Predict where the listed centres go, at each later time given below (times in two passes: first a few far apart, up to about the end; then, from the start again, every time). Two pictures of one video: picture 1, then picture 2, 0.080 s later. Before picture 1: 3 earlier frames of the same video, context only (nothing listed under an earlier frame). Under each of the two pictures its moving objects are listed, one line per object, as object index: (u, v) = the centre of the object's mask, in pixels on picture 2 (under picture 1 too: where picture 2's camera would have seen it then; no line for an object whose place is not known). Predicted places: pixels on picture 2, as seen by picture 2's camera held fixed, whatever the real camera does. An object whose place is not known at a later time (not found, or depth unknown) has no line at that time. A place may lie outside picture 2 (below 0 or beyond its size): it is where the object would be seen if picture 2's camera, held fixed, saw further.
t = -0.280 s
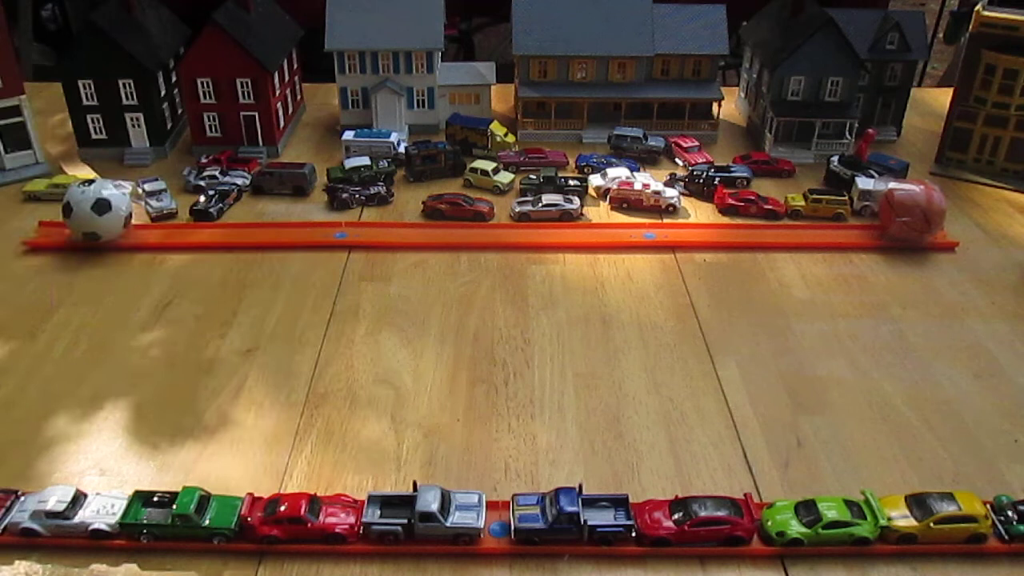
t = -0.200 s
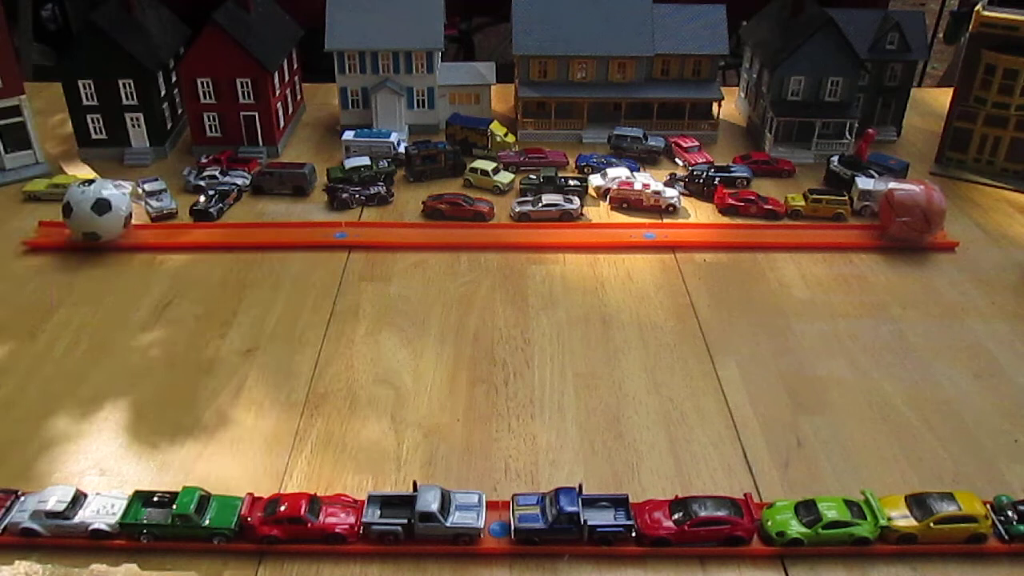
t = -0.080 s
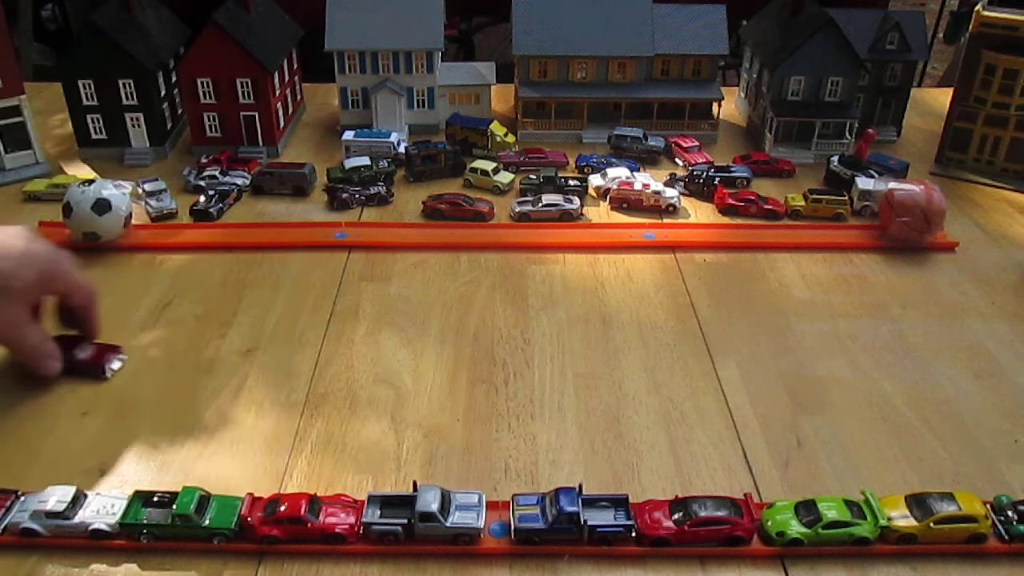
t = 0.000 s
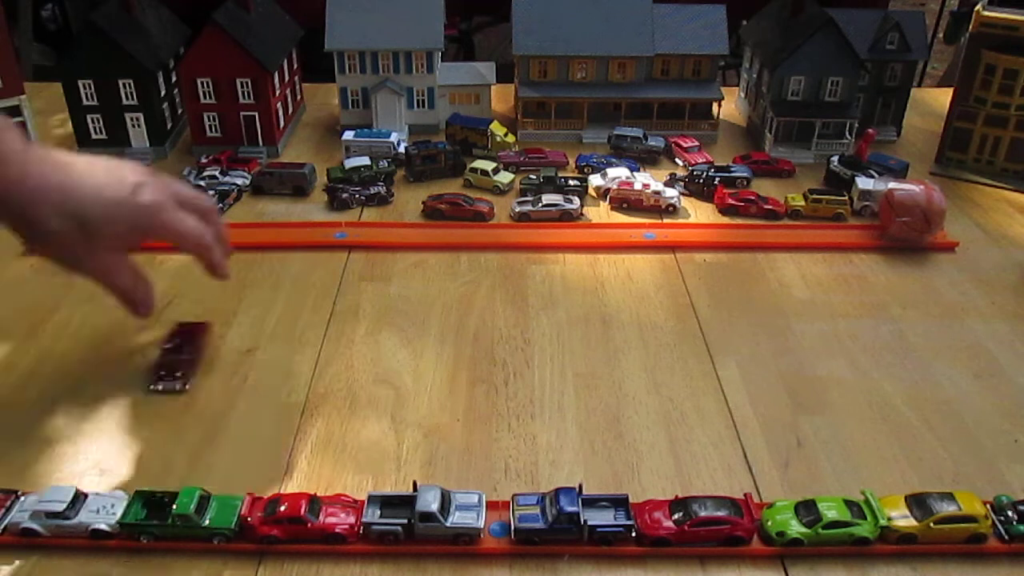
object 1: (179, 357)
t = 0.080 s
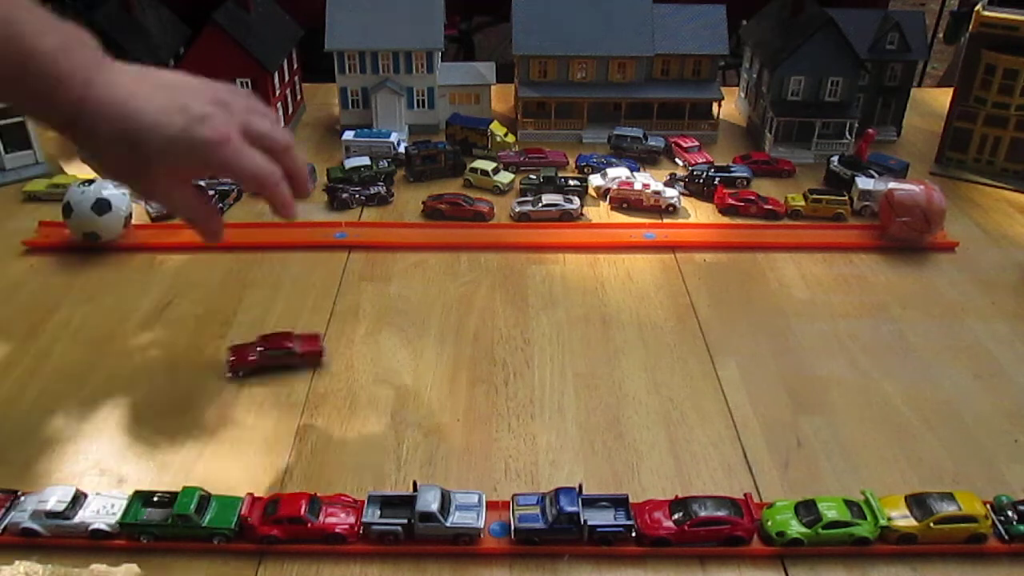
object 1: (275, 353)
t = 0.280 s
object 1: (458, 364)
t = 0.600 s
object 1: (630, 396)
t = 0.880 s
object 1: (719, 444)
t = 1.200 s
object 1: (762, 465)
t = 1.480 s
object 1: (763, 465)
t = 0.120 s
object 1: (320, 354)
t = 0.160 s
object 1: (362, 356)
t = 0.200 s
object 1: (398, 360)
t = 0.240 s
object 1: (429, 363)
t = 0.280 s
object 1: (458, 364)
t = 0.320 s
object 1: (484, 365)
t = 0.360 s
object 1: (511, 367)
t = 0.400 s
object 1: (535, 369)
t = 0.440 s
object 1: (560, 371)
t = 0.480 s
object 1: (580, 376)
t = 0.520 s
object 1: (599, 381)
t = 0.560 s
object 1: (615, 389)
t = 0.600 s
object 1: (630, 396)
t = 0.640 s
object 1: (645, 404)
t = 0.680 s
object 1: (660, 412)
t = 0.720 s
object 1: (675, 420)
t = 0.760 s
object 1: (688, 427)
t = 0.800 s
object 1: (699, 433)
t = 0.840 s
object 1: (710, 439)
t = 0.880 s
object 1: (719, 444)
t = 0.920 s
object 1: (727, 448)
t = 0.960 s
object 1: (734, 452)
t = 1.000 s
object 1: (740, 455)
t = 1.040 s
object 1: (747, 457)
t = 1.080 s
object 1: (751, 460)
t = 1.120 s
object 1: (756, 462)
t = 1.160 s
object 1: (759, 464)
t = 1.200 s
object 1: (762, 465)
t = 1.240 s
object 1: (763, 465)
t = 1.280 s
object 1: (763, 465)
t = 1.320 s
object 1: (763, 465)
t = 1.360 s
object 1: (763, 465)
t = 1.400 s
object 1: (763, 465)
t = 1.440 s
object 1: (763, 465)
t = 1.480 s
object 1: (763, 465)
